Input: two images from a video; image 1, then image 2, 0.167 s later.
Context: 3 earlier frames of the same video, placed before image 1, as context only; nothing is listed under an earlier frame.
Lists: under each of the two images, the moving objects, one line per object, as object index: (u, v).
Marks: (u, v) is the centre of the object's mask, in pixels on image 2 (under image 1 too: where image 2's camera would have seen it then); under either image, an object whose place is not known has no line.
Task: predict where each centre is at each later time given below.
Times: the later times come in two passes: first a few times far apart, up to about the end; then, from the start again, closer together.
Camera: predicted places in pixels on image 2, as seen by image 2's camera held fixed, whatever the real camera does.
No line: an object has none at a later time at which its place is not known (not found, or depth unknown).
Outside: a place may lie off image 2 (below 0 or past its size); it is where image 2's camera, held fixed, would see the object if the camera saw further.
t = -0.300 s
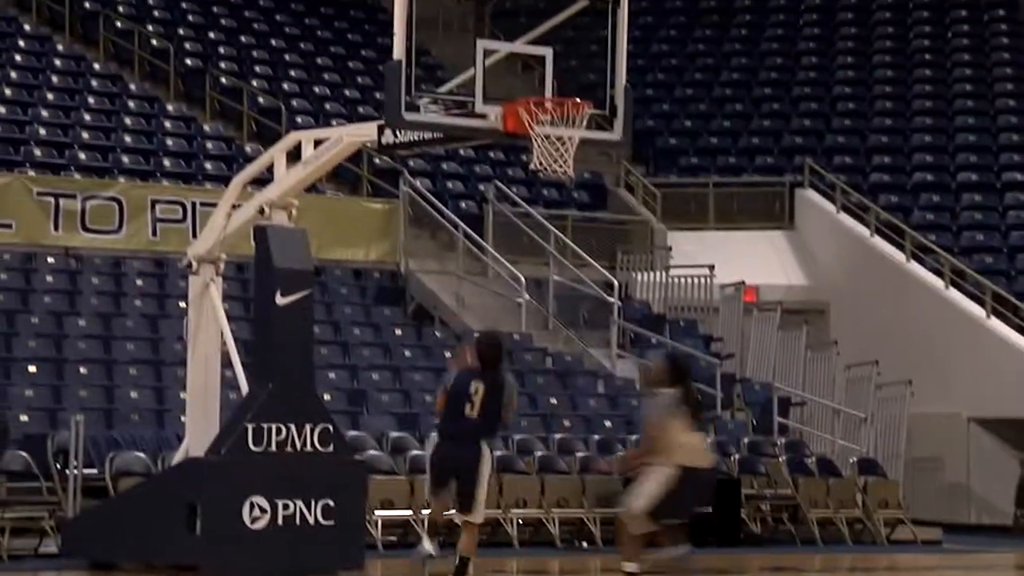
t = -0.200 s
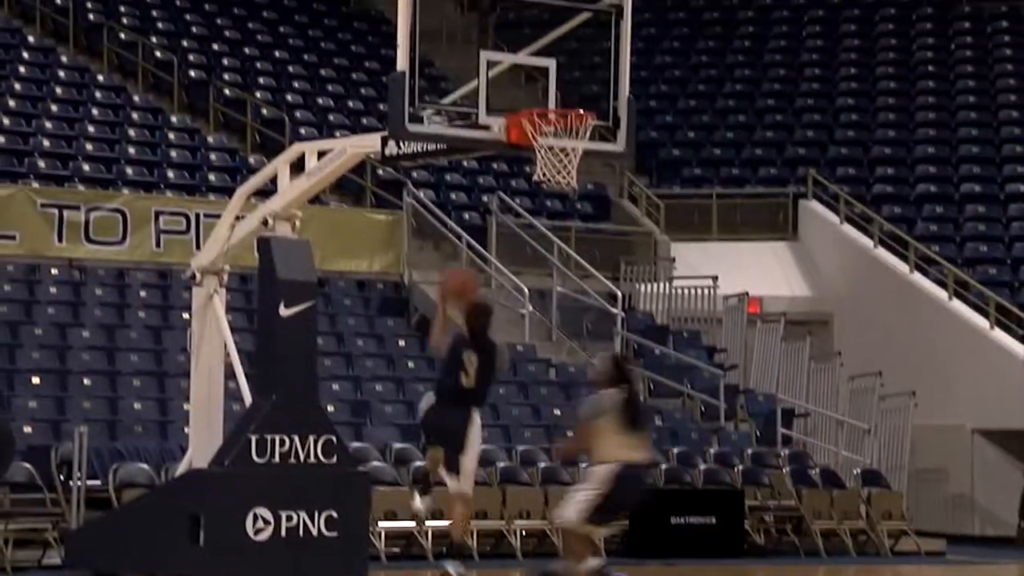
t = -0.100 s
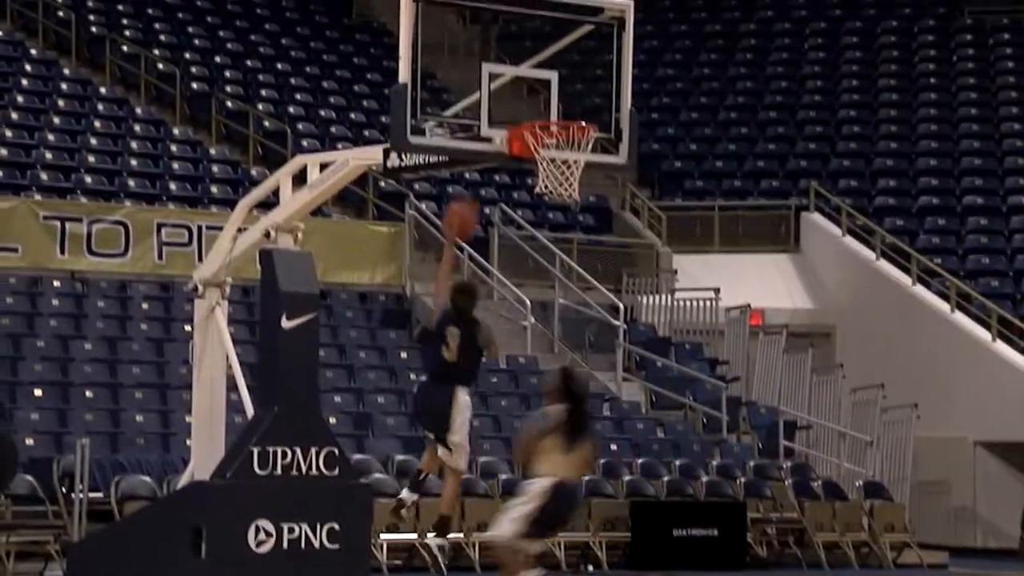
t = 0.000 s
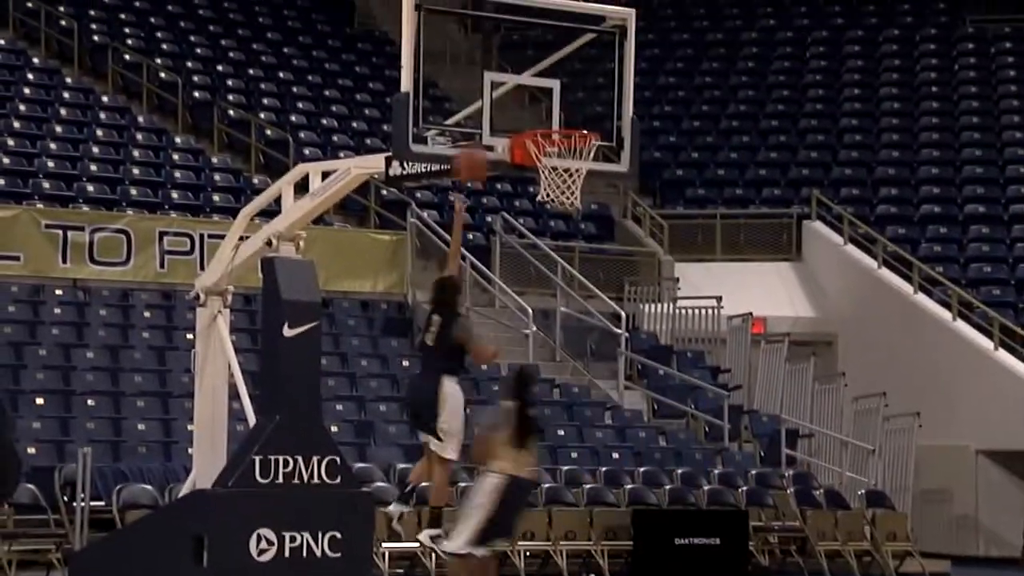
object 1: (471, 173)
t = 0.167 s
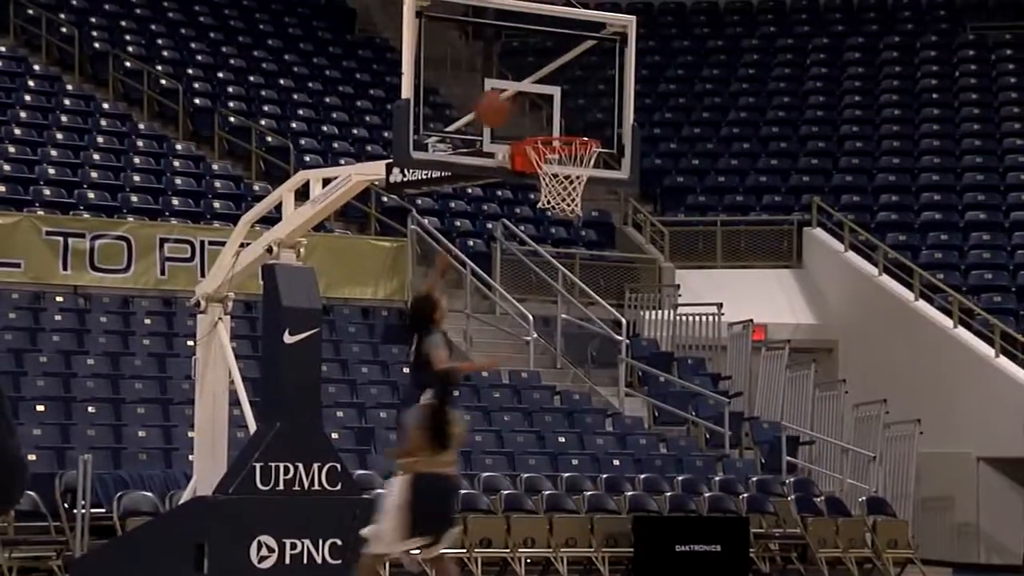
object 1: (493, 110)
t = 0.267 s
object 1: (512, 100)
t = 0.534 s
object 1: (557, 123)
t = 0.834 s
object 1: (569, 204)
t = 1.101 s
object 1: (562, 280)
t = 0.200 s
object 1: (498, 104)
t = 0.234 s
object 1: (506, 101)
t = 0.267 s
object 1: (512, 100)
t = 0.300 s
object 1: (520, 101)
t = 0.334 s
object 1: (526, 102)
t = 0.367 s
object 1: (534, 106)
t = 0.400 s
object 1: (539, 111)
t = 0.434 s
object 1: (548, 118)
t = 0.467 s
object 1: (552, 121)
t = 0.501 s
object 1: (555, 121)
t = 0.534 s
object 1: (557, 123)
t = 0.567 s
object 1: (561, 126)
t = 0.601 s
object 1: (564, 127)
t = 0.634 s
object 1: (567, 136)
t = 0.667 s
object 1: (574, 143)
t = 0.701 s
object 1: (569, 156)
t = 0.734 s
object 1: (572, 158)
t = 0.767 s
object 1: (574, 185)
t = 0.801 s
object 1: (572, 198)
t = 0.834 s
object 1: (569, 204)
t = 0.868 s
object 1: (571, 205)
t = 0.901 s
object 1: (569, 209)
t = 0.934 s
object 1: (569, 216)
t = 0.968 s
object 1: (565, 225)
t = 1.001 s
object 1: (563, 233)
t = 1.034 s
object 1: (564, 247)
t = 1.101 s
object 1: (562, 280)
